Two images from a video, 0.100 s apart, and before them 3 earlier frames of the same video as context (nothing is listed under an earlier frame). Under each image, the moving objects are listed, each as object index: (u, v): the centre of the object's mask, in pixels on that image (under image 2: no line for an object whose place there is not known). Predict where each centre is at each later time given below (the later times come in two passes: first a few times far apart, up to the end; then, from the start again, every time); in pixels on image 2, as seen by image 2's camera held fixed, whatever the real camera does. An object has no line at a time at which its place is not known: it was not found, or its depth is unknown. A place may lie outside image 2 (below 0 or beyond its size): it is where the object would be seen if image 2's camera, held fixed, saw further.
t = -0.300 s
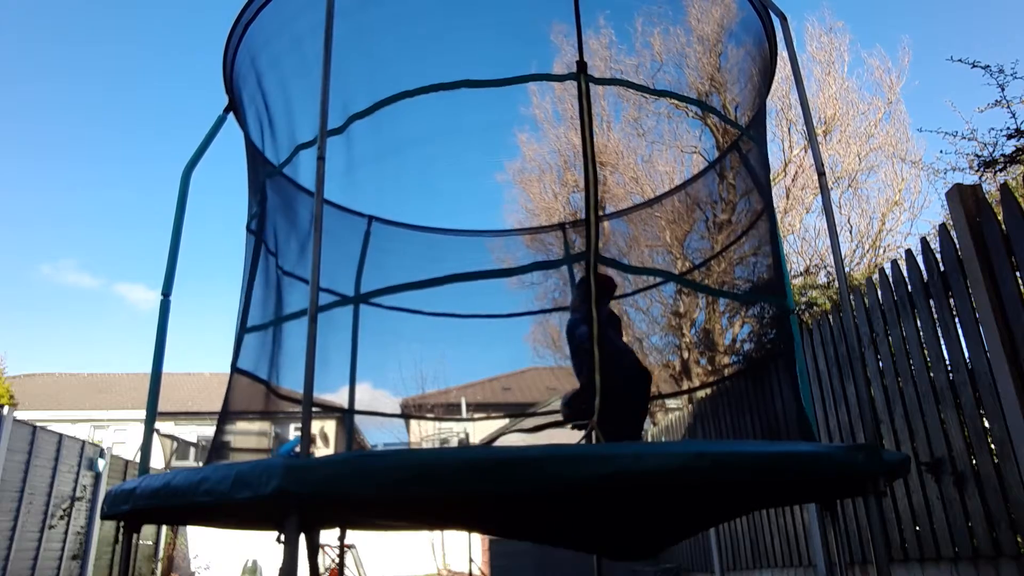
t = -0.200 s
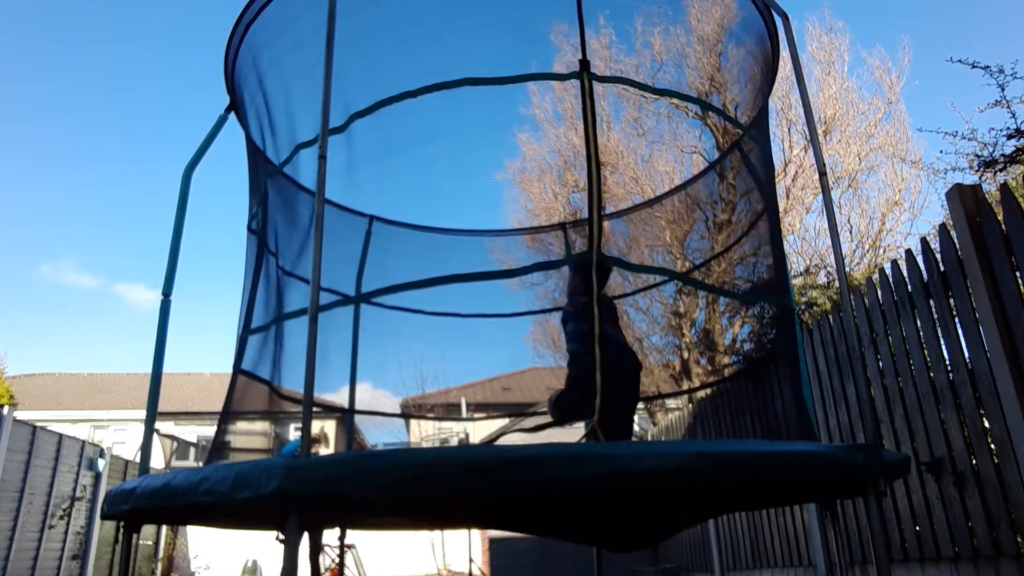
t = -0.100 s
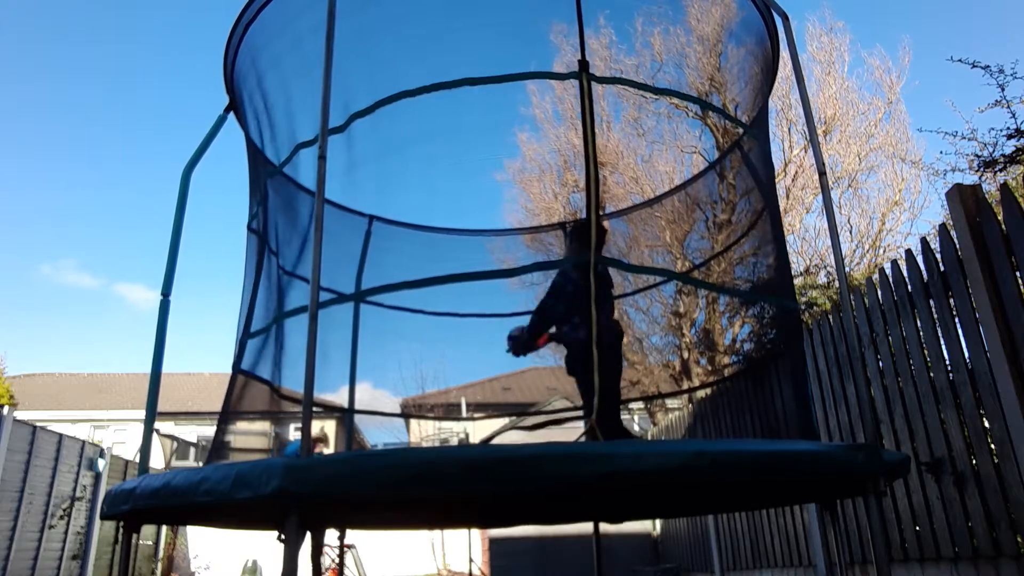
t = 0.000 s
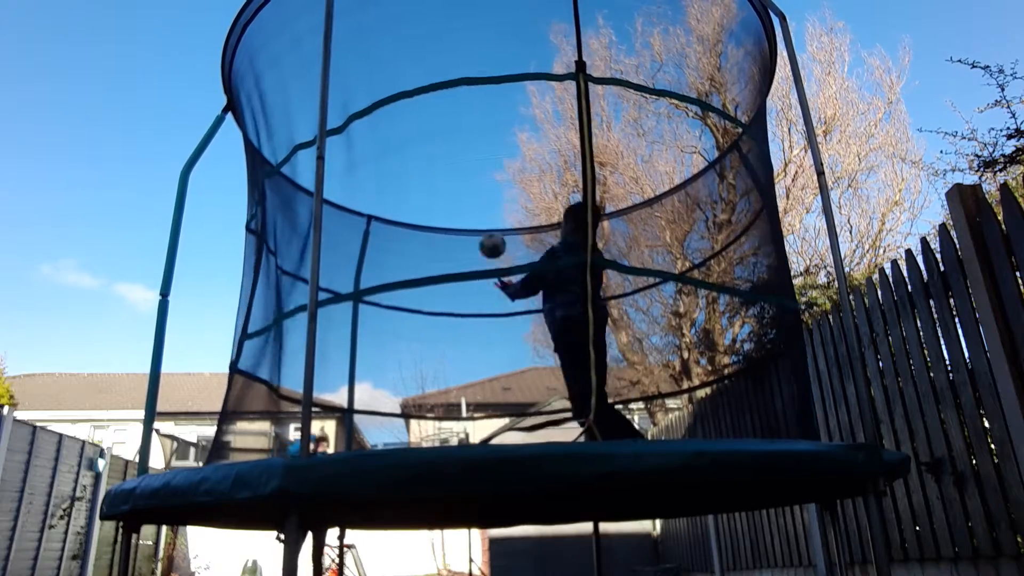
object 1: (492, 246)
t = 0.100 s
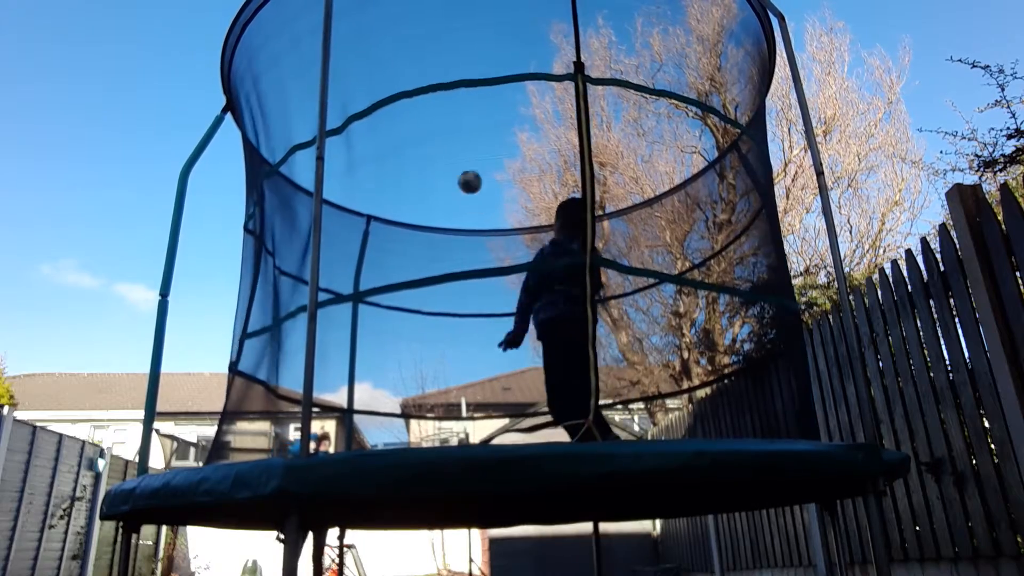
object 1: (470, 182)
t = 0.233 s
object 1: (447, 133)
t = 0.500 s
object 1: (411, 114)
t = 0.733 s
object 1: (386, 163)
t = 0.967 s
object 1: (366, 257)
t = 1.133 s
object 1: (347, 352)
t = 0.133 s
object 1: (463, 166)
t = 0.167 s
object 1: (458, 153)
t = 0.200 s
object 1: (452, 142)
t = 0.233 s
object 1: (447, 133)
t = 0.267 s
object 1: (441, 124)
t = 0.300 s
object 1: (436, 118)
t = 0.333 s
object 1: (431, 115)
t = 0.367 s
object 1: (427, 112)
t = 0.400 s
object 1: (423, 111)
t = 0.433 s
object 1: (419, 111)
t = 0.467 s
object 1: (414, 112)
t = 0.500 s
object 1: (411, 114)
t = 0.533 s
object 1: (407, 119)
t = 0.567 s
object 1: (403, 124)
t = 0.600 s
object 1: (399, 129)
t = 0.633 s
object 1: (396, 136)
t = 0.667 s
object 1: (392, 144)
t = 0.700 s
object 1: (389, 153)
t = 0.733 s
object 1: (386, 163)
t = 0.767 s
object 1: (383, 173)
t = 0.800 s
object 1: (380, 185)
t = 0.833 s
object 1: (377, 198)
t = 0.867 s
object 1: (374, 210)
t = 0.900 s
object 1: (371, 226)
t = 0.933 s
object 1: (369, 241)
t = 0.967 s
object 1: (366, 257)
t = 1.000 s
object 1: (364, 274)
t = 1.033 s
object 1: (359, 292)
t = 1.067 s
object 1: (357, 314)
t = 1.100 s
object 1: (352, 332)
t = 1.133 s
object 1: (347, 352)
